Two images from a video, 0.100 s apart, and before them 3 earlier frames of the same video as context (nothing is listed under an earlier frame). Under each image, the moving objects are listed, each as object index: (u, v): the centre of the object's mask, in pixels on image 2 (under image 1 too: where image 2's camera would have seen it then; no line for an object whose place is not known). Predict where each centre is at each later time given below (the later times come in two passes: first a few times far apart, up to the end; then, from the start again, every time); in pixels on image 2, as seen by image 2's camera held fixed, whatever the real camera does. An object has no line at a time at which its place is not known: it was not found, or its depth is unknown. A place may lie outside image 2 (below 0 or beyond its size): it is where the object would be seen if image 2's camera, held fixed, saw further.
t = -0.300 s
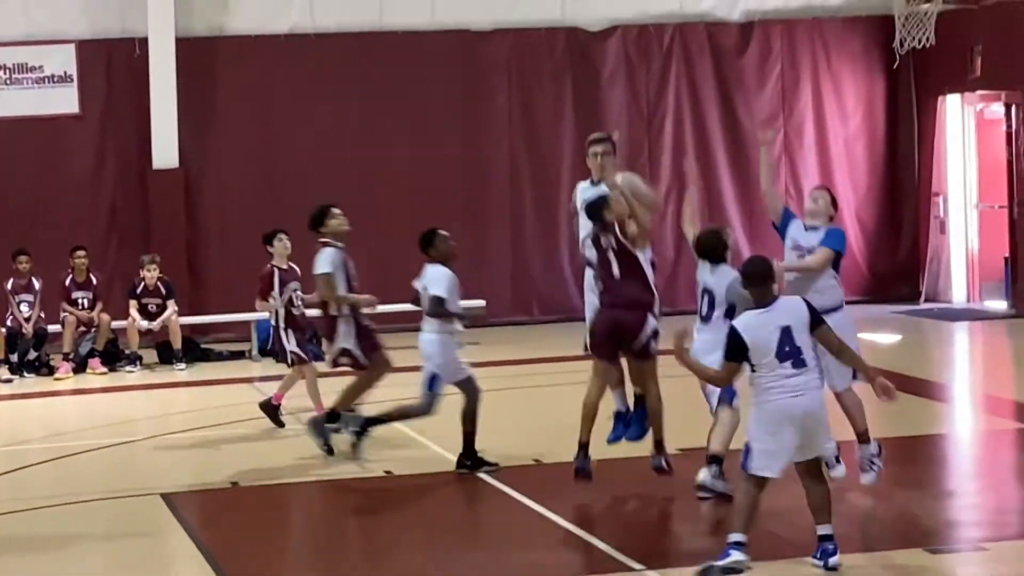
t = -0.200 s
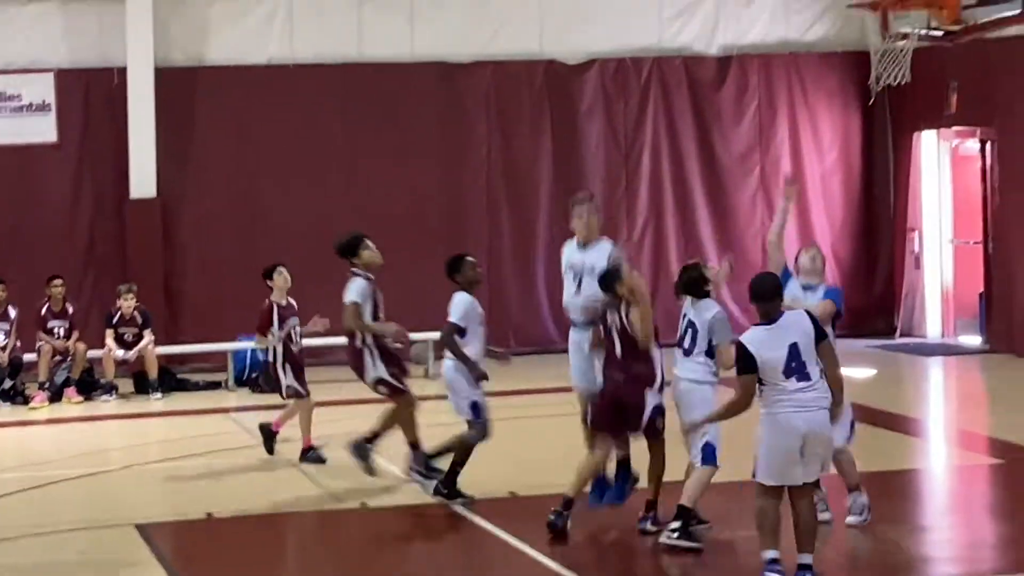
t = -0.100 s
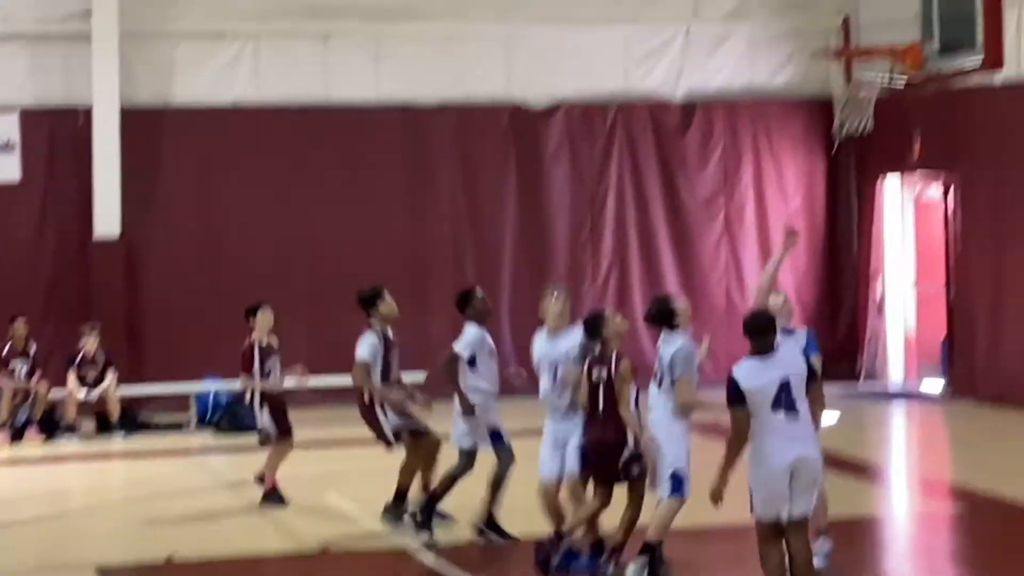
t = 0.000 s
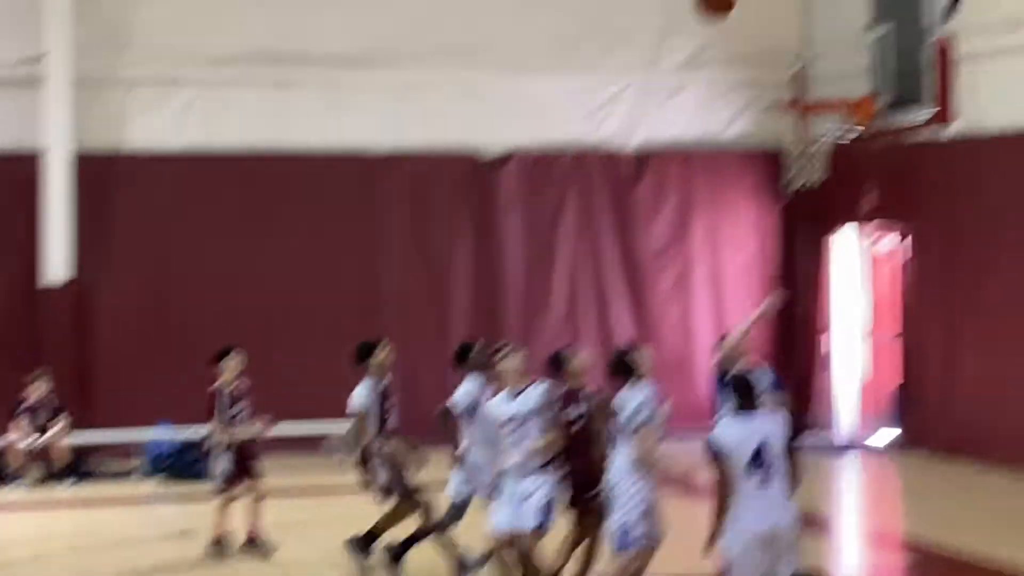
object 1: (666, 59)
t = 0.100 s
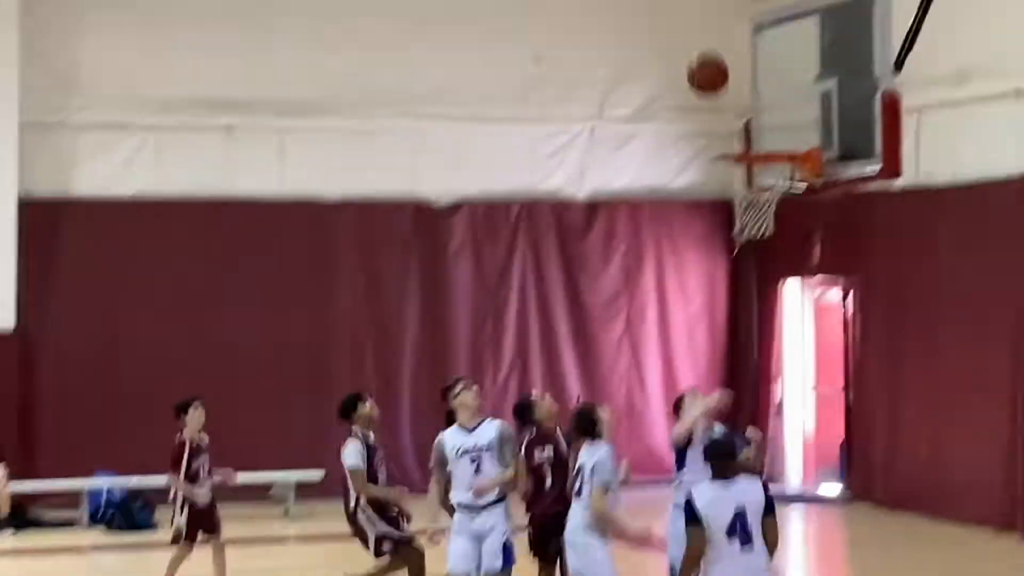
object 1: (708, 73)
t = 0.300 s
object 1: (776, 112)
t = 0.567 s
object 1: (796, 80)
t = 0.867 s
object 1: (748, 139)
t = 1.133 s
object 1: (777, 176)
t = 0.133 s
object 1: (722, 87)
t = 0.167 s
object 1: (737, 99)
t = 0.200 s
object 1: (751, 118)
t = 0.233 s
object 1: (764, 135)
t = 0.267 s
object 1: (770, 123)
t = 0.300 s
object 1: (776, 112)
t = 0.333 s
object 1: (782, 102)
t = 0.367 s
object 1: (788, 94)
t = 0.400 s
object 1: (794, 89)
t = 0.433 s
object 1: (801, 85)
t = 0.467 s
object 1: (807, 83)
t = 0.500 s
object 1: (808, 81)
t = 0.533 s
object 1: (802, 80)
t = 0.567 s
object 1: (796, 80)
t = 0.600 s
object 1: (790, 82)
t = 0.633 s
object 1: (785, 86)
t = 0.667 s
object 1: (779, 92)
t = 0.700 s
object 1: (773, 100)
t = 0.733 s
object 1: (767, 109)
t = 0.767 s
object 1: (761, 121)
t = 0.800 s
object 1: (756, 134)
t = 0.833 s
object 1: (751, 138)
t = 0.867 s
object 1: (748, 139)
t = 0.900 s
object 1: (744, 140)
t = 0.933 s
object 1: (740, 144)
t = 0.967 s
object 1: (738, 154)
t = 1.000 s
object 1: (746, 154)
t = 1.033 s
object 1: (754, 157)
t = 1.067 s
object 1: (760, 162)
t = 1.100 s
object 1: (767, 172)
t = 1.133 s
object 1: (777, 176)
